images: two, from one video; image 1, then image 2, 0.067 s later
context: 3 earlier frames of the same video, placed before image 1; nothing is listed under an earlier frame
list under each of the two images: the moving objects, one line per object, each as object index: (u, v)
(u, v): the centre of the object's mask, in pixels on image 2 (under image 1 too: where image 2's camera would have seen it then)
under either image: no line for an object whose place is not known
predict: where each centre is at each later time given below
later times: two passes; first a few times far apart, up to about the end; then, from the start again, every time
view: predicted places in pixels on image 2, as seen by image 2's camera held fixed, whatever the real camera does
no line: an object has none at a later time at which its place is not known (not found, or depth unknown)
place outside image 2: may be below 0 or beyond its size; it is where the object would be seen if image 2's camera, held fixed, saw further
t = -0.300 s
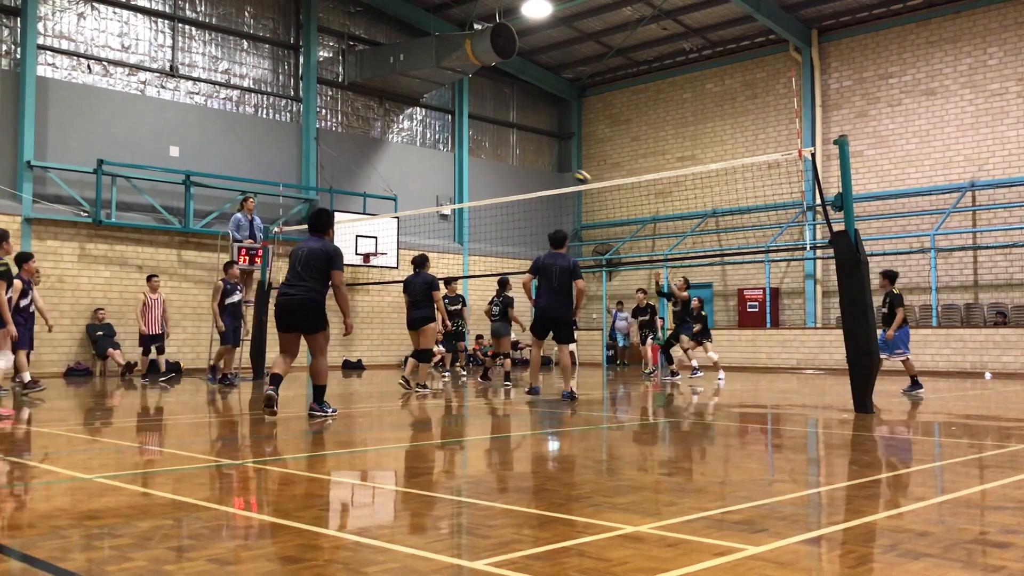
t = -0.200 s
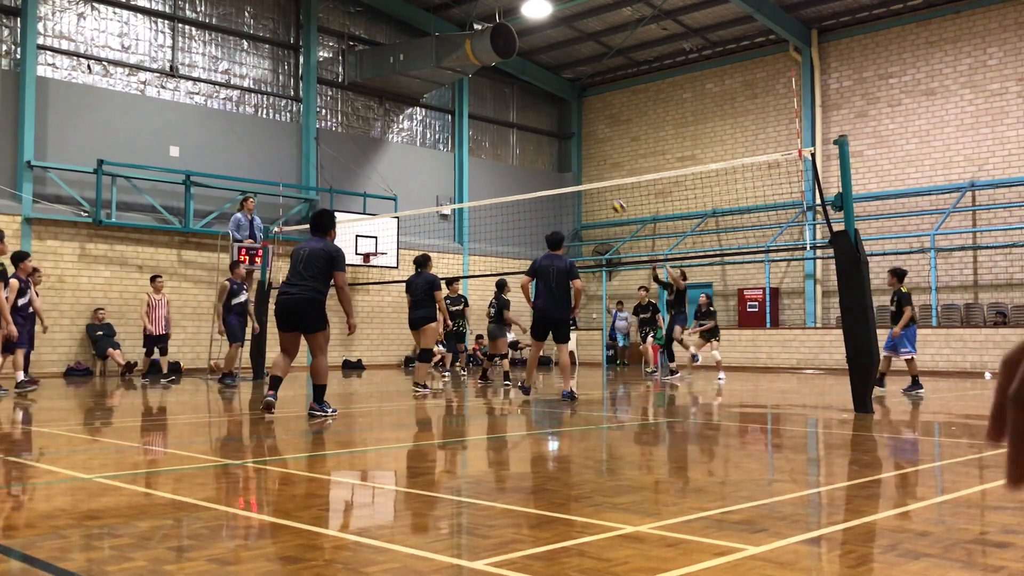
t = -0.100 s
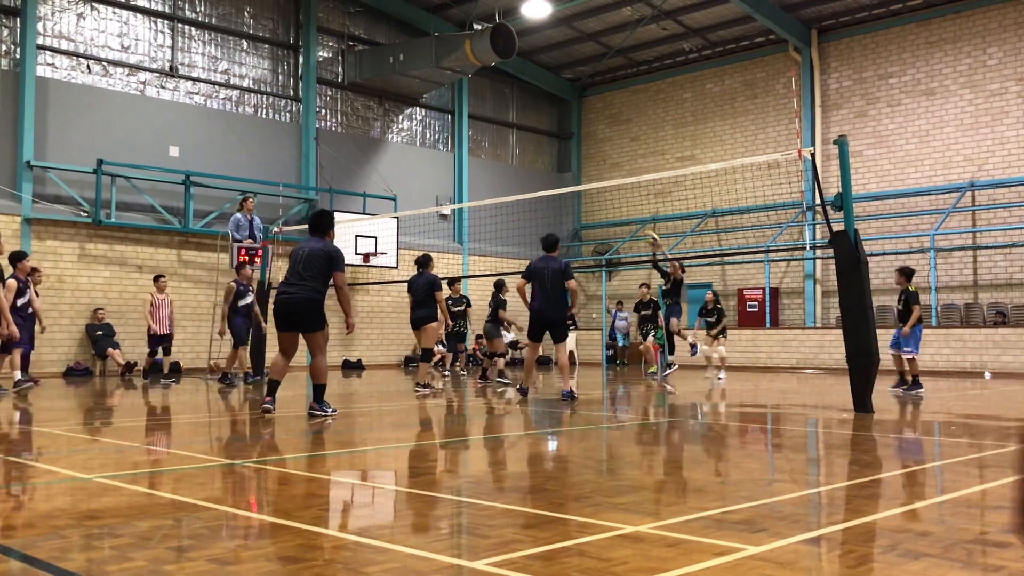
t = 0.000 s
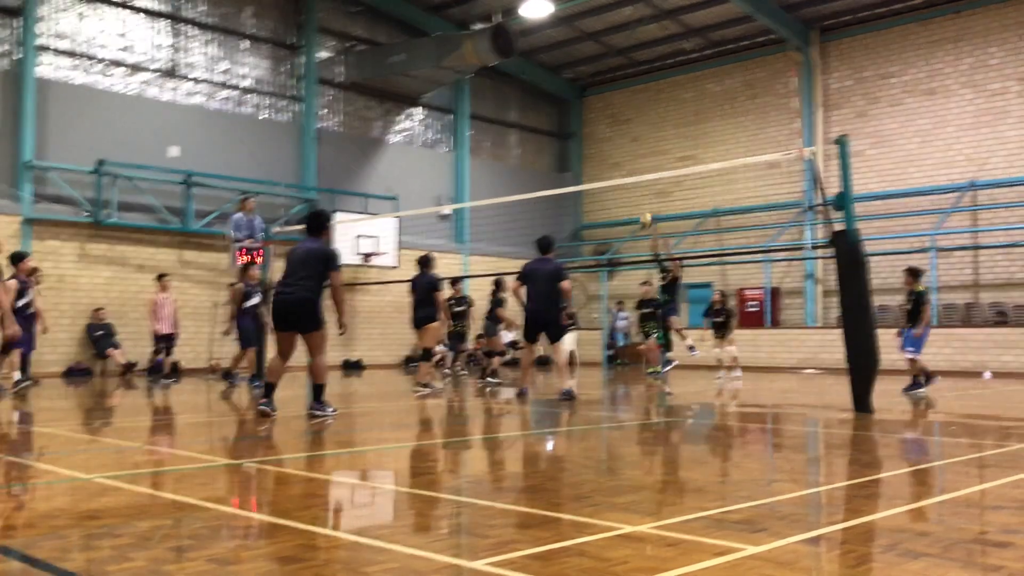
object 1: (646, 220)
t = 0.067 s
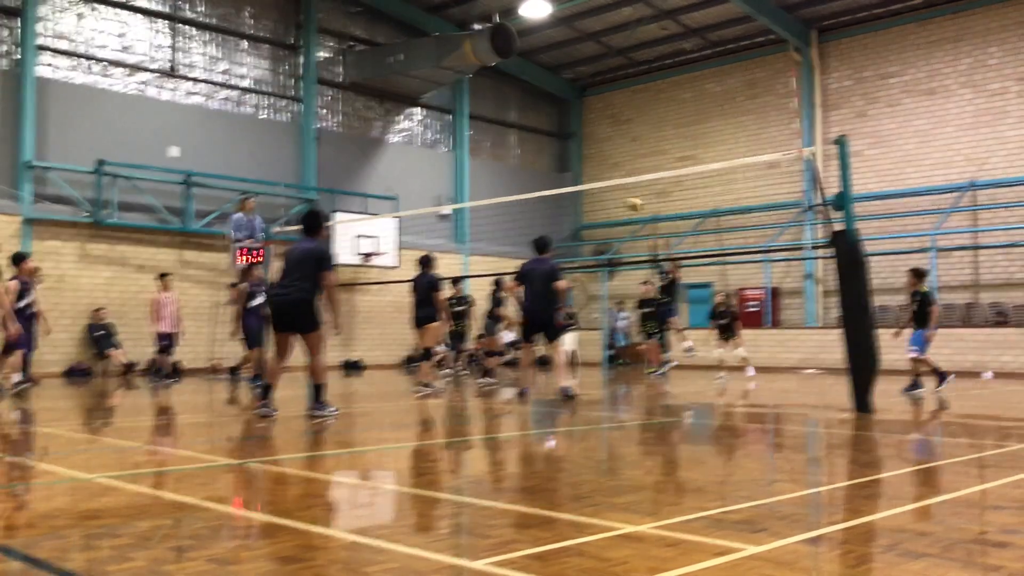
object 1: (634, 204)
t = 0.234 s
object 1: (607, 173)
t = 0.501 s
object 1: (561, 157)
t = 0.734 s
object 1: (520, 178)
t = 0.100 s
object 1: (630, 197)
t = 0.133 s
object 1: (624, 190)
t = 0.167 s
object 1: (617, 184)
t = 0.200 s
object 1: (612, 176)
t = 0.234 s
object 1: (607, 173)
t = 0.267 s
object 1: (600, 168)
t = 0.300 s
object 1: (595, 163)
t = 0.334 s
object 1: (590, 161)
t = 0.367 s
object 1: (583, 159)
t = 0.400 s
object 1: (578, 158)
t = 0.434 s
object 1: (571, 157)
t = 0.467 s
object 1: (566, 157)
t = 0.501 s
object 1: (561, 157)
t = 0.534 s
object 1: (555, 157)
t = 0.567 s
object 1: (550, 159)
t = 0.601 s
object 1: (544, 161)
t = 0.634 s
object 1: (538, 164)
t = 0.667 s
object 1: (532, 168)
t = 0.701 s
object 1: (526, 173)
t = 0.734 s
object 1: (520, 178)
